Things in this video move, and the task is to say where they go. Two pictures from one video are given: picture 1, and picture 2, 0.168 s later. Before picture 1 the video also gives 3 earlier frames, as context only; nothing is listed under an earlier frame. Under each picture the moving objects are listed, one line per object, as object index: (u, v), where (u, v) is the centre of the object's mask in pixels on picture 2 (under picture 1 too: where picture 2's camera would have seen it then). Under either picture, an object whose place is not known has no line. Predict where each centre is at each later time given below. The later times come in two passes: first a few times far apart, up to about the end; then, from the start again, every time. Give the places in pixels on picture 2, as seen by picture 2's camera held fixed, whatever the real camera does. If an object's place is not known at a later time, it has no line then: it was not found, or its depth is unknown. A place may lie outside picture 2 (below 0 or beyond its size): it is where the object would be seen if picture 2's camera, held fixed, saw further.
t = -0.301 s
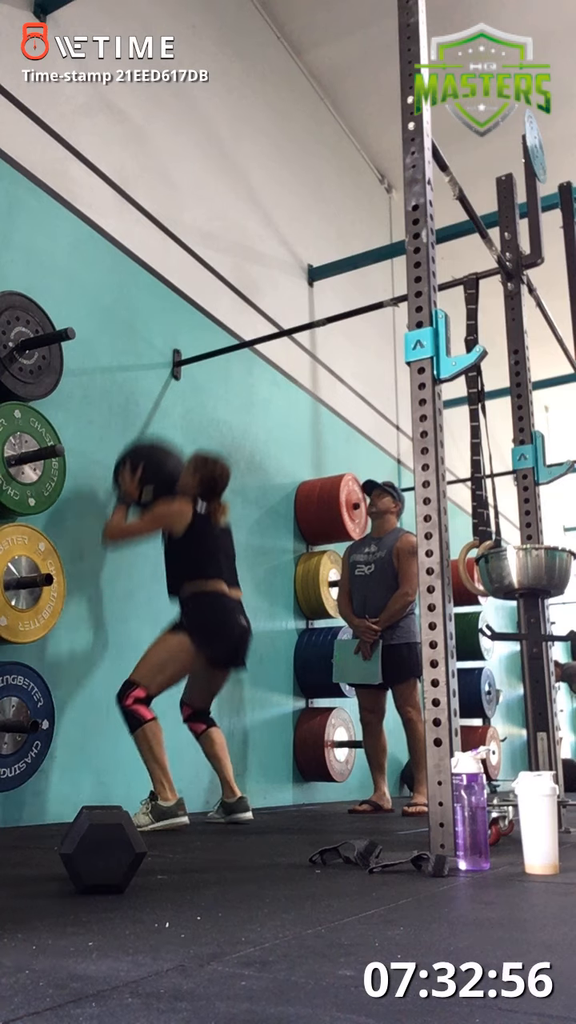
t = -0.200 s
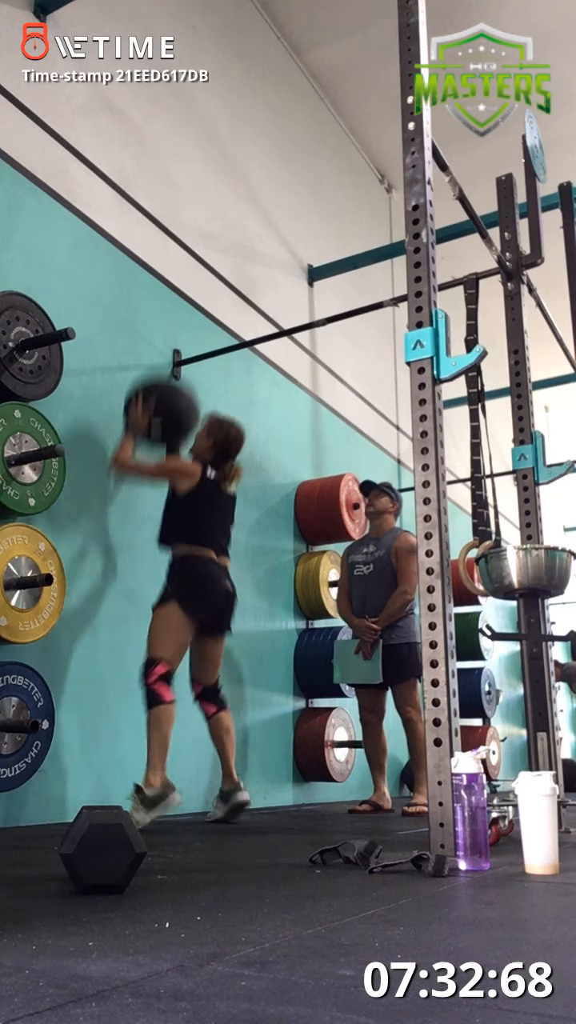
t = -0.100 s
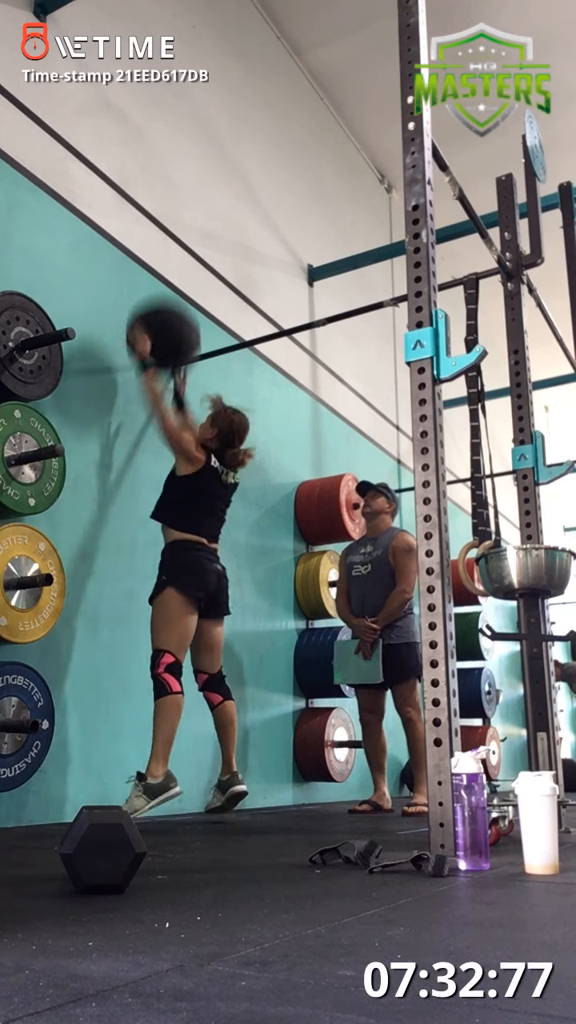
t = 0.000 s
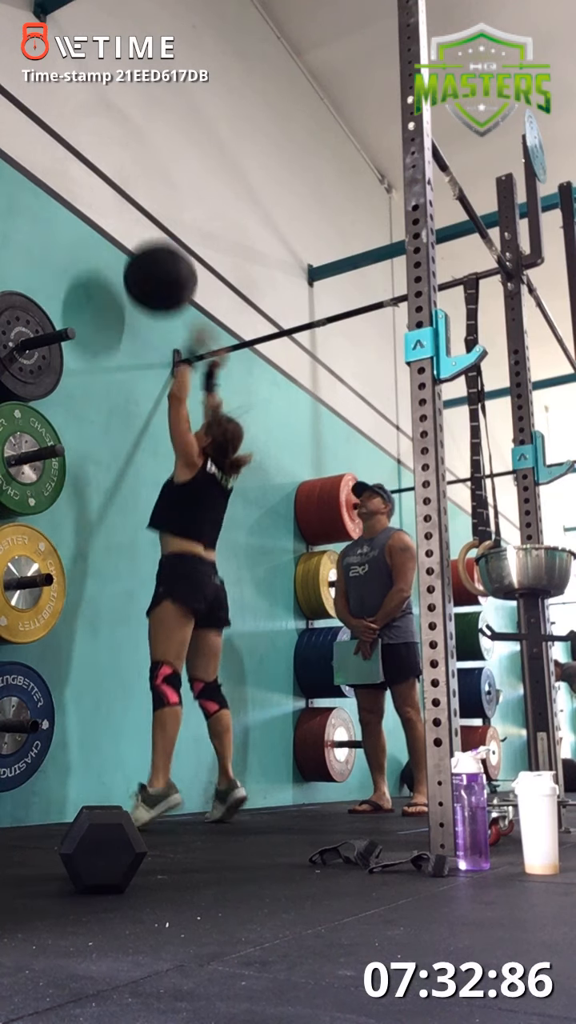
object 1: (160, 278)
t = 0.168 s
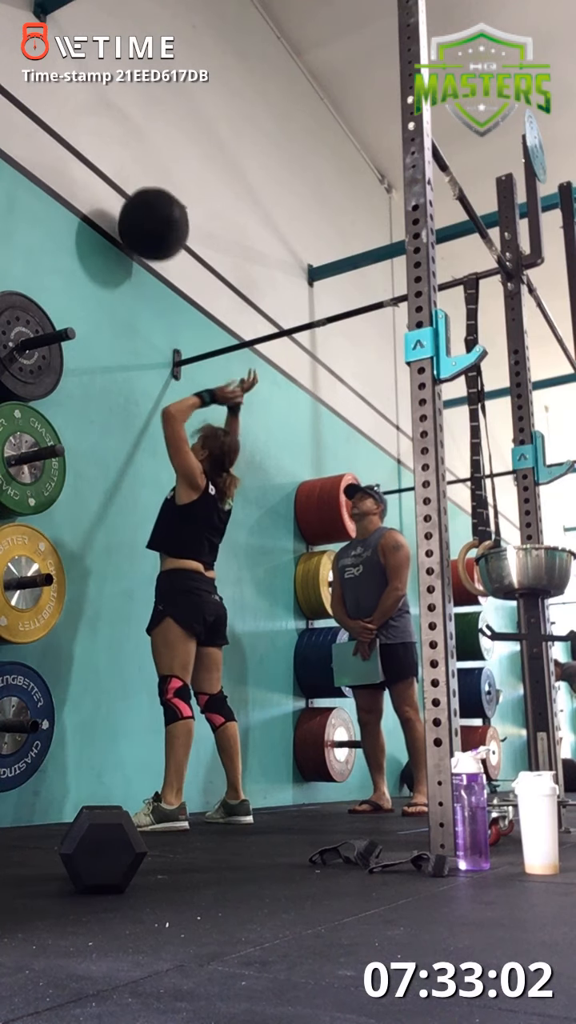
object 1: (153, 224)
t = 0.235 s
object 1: (150, 217)
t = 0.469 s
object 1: (153, 246)
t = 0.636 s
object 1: (157, 326)
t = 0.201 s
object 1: (152, 219)
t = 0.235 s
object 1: (150, 217)
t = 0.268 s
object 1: (148, 216)
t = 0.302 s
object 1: (148, 217)
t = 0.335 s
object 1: (148, 219)
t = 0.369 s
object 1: (150, 223)
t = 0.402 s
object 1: (151, 229)
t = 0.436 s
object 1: (152, 236)
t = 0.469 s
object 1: (153, 246)
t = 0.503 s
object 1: (154, 258)
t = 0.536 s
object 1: (155, 272)
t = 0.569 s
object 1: (156, 288)
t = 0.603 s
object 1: (156, 304)
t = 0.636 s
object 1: (157, 326)
